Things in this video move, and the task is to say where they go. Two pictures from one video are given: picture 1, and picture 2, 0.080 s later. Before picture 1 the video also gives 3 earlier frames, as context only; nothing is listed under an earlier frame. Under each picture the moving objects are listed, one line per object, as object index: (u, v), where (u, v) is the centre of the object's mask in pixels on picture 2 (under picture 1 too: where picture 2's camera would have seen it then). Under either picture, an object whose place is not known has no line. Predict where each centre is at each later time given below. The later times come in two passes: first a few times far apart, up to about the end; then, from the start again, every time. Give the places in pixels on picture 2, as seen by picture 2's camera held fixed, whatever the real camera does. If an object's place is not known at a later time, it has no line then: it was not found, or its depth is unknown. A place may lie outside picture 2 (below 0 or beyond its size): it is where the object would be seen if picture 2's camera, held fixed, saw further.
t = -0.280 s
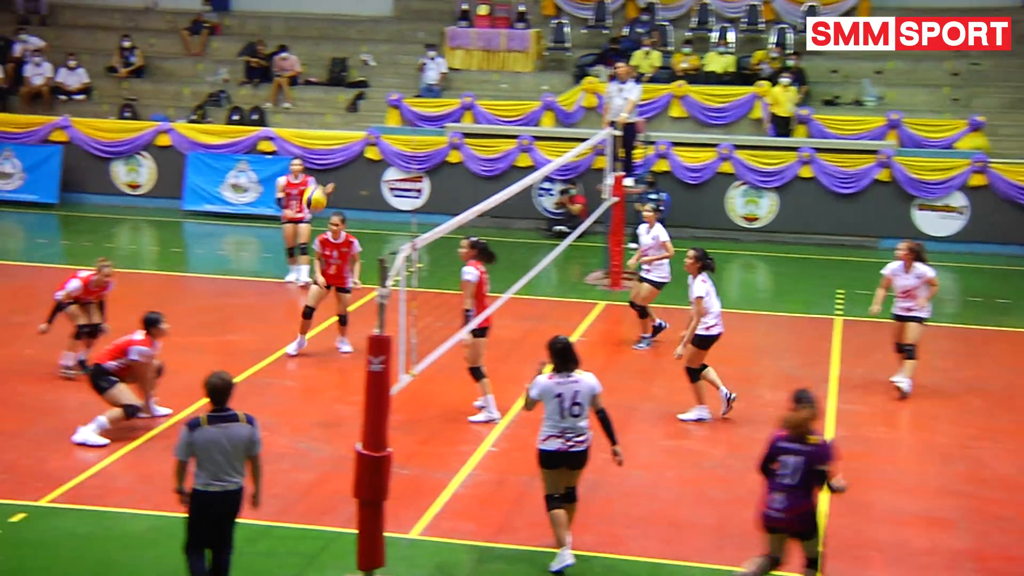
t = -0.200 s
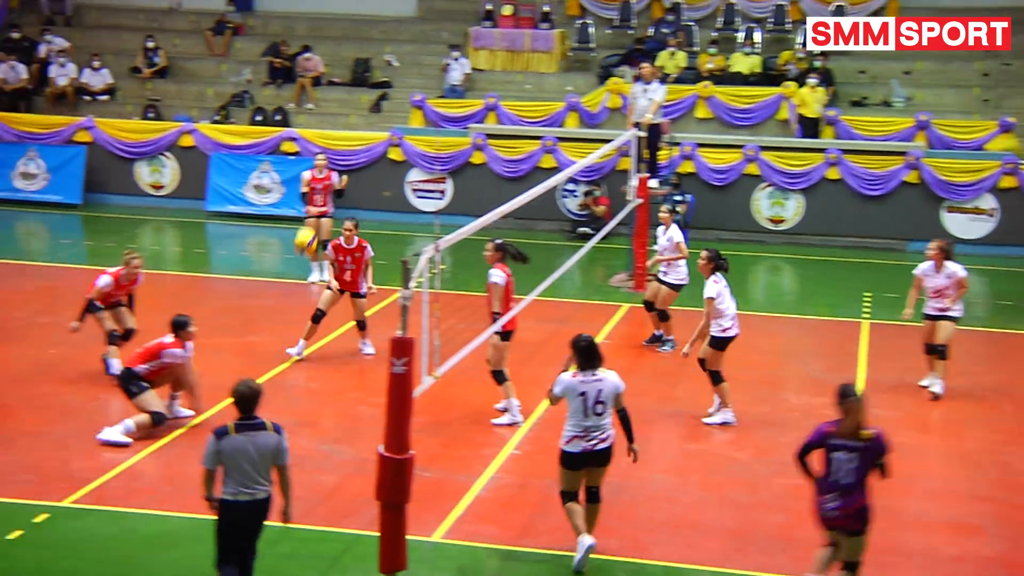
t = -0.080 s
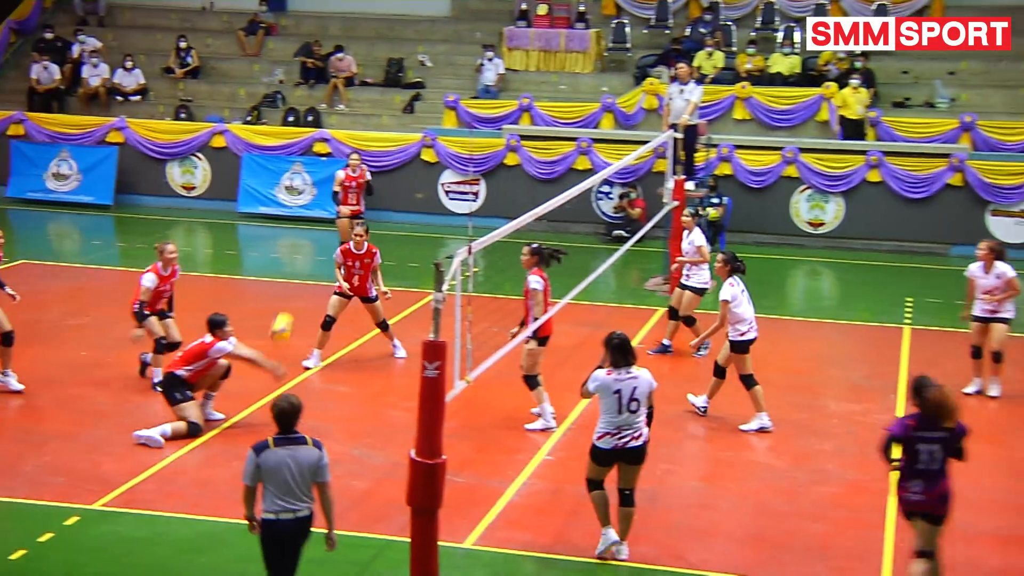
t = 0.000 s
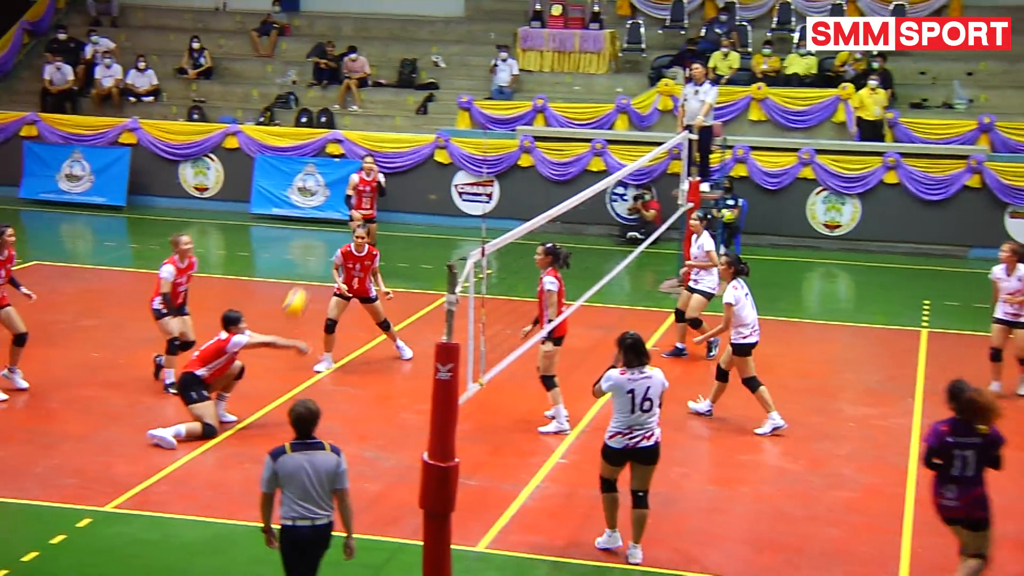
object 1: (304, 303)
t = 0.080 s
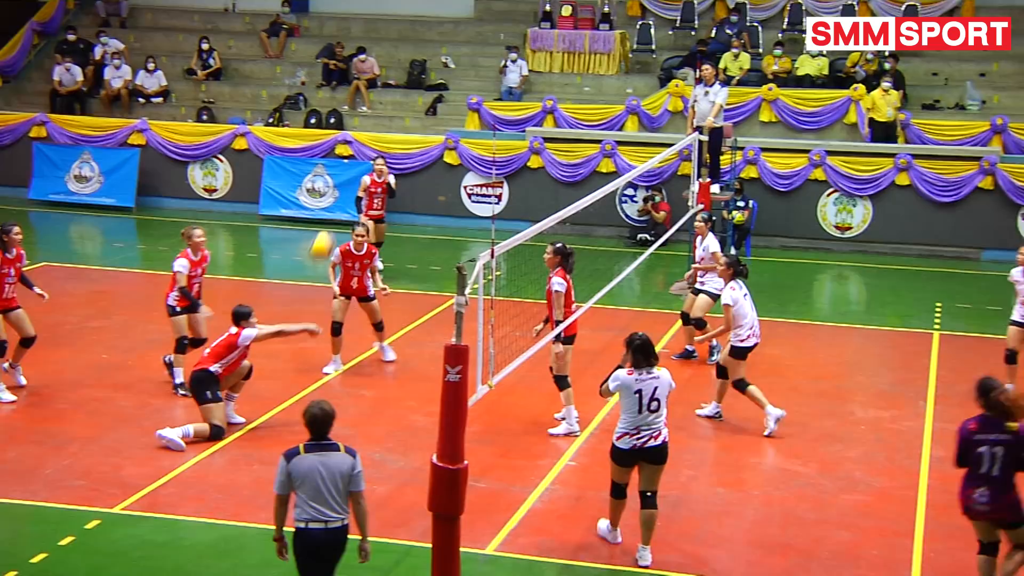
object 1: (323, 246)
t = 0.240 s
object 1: (355, 149)
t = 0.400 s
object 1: (395, 76)
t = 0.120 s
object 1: (331, 218)
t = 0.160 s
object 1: (340, 192)
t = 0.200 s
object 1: (348, 169)
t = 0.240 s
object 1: (355, 149)
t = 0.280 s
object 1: (366, 128)
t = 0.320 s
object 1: (378, 103)
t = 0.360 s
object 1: (386, 89)
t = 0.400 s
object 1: (395, 76)
